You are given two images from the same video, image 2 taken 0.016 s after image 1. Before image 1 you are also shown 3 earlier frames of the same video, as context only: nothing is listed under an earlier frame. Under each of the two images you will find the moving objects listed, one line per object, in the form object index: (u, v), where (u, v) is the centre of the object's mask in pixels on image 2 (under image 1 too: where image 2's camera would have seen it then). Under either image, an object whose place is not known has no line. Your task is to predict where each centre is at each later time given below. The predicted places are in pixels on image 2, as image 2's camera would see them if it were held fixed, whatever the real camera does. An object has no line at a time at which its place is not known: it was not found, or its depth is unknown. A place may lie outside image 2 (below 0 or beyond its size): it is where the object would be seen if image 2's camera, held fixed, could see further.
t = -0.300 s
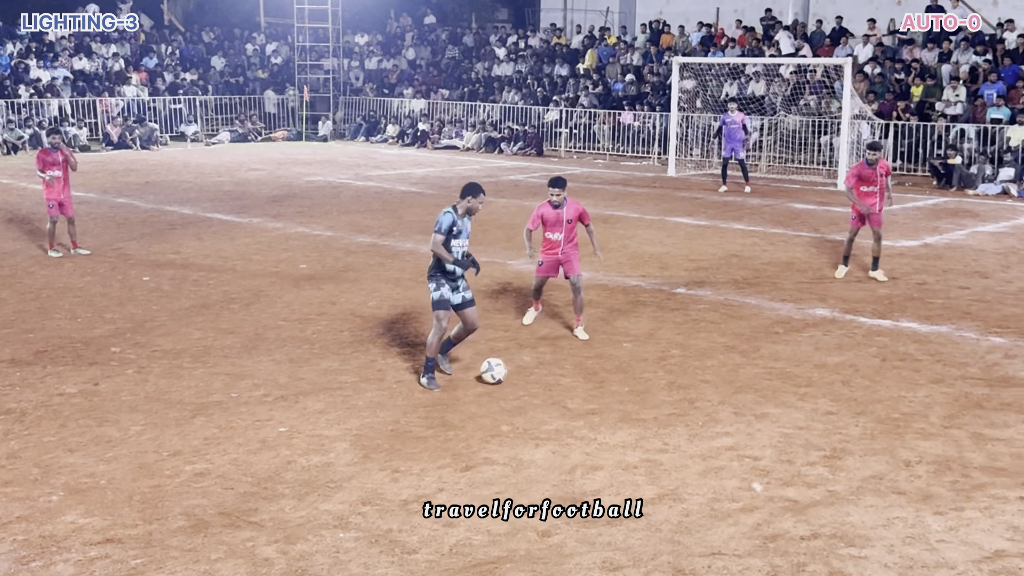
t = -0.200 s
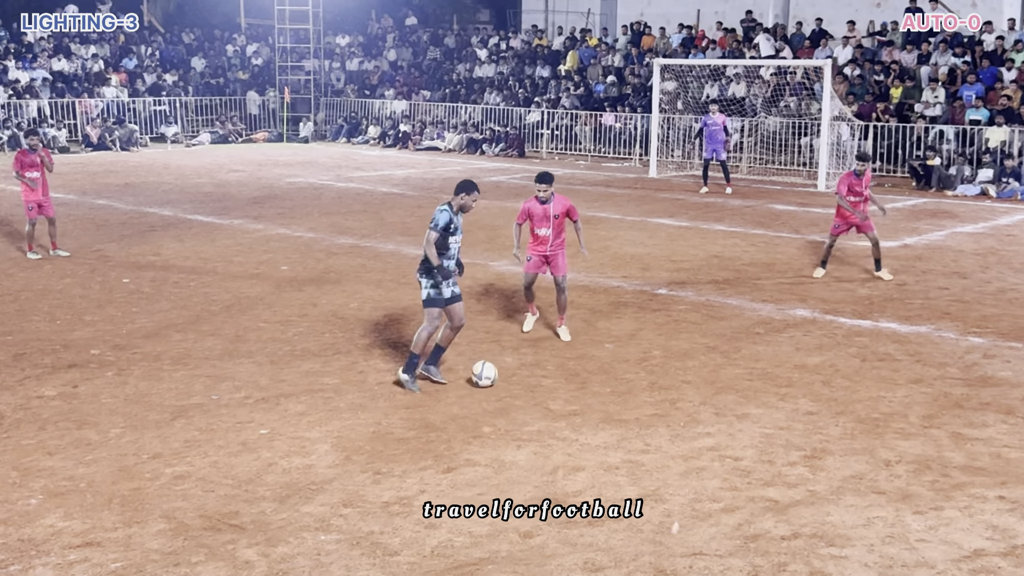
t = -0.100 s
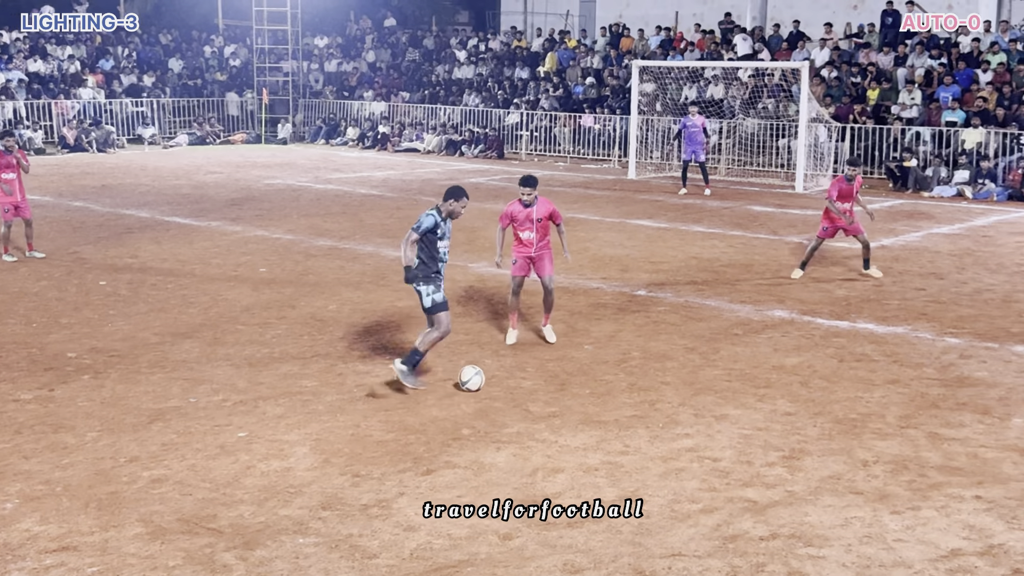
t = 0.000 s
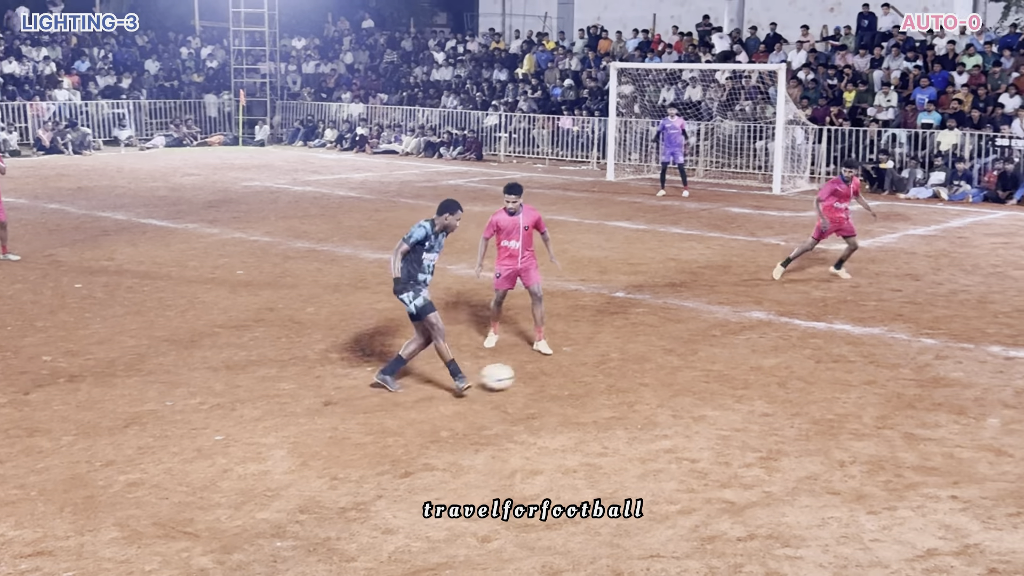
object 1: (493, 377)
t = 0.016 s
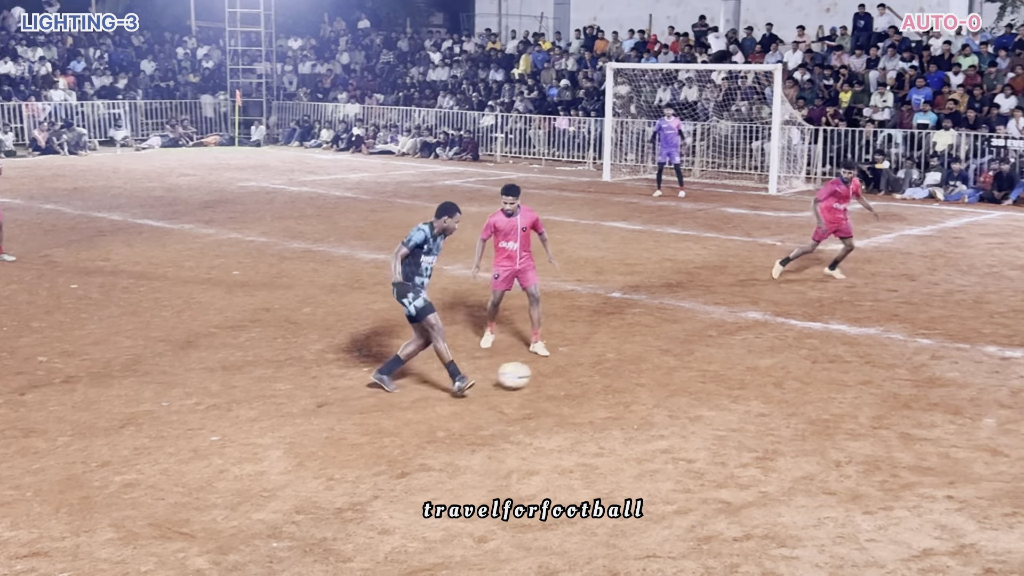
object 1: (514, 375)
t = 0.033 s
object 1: (533, 374)
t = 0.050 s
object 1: (552, 373)
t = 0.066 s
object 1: (572, 372)
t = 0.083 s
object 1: (591, 372)
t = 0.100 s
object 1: (611, 371)
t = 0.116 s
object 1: (629, 372)
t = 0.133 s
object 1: (646, 370)
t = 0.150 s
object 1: (664, 369)
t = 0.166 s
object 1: (680, 368)
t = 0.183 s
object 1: (697, 368)
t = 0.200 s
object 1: (714, 367)
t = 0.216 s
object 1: (731, 367)
